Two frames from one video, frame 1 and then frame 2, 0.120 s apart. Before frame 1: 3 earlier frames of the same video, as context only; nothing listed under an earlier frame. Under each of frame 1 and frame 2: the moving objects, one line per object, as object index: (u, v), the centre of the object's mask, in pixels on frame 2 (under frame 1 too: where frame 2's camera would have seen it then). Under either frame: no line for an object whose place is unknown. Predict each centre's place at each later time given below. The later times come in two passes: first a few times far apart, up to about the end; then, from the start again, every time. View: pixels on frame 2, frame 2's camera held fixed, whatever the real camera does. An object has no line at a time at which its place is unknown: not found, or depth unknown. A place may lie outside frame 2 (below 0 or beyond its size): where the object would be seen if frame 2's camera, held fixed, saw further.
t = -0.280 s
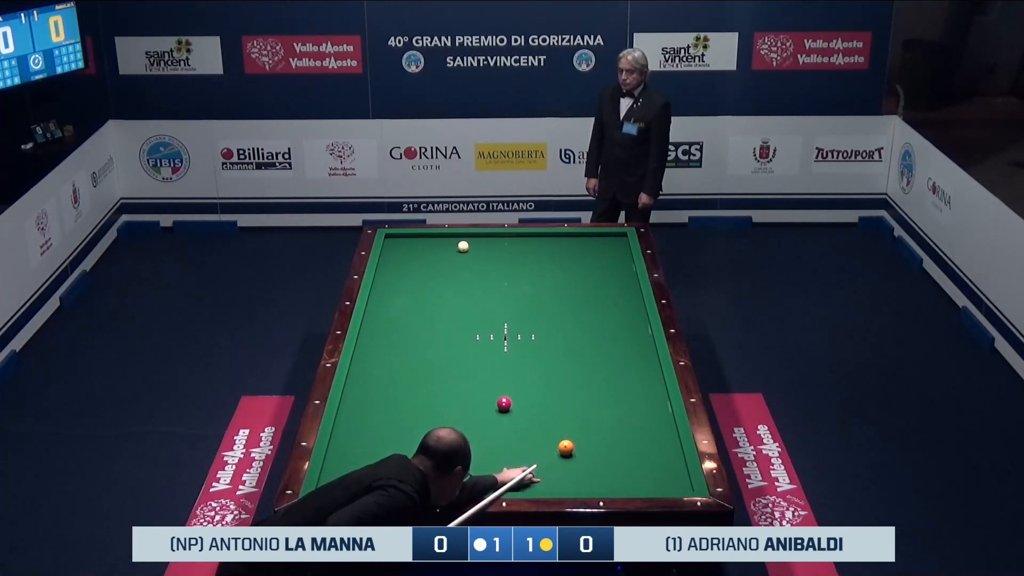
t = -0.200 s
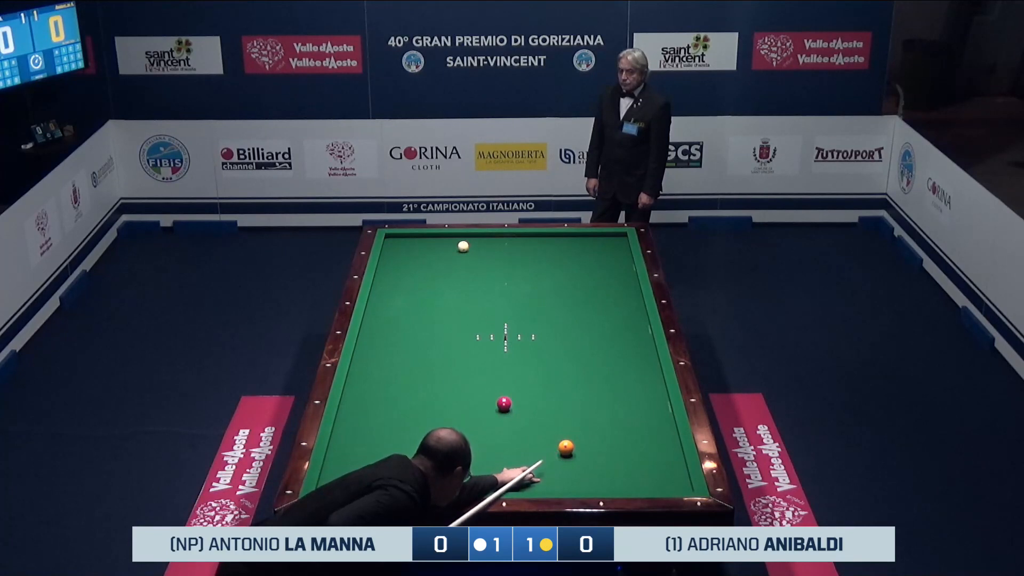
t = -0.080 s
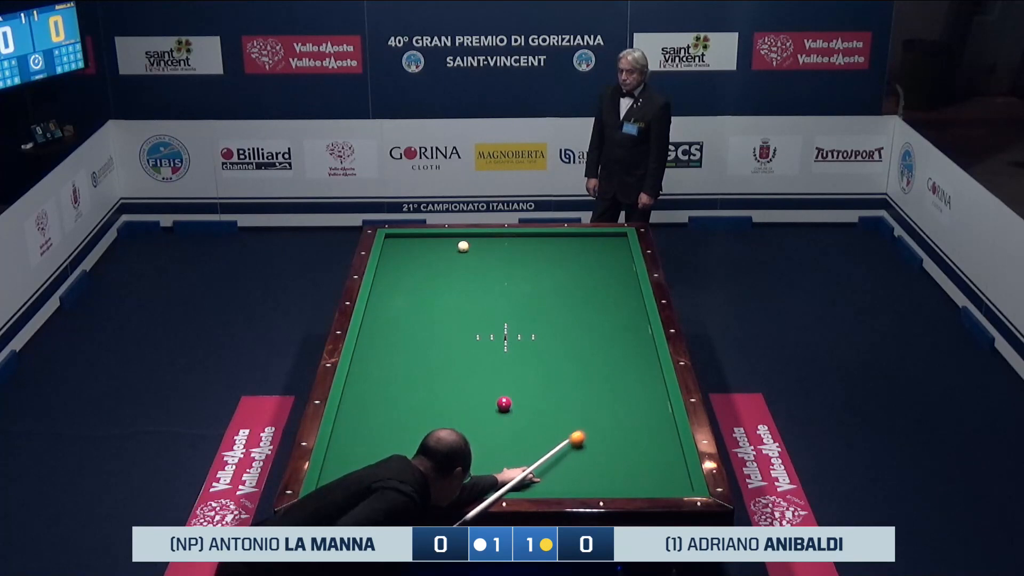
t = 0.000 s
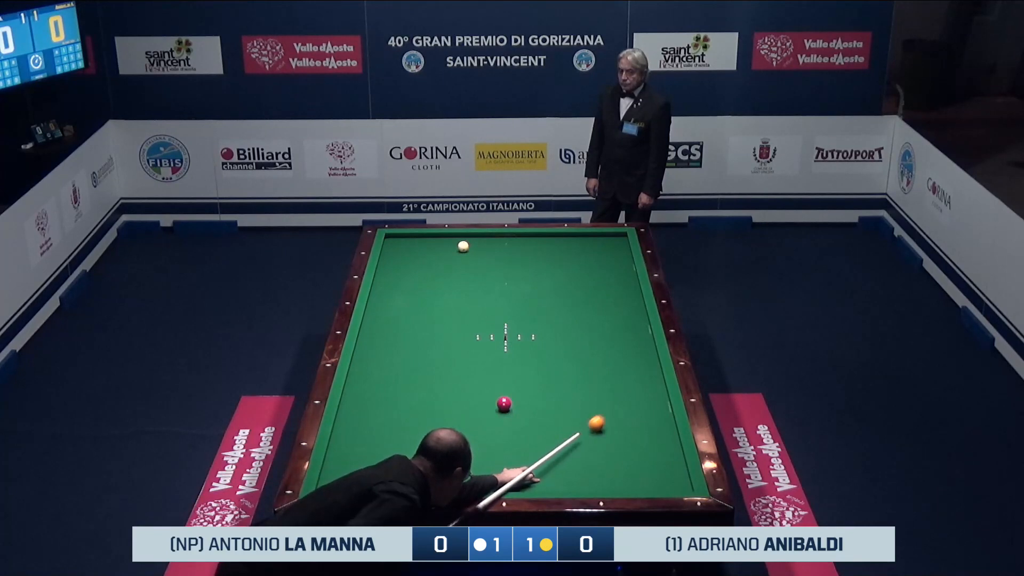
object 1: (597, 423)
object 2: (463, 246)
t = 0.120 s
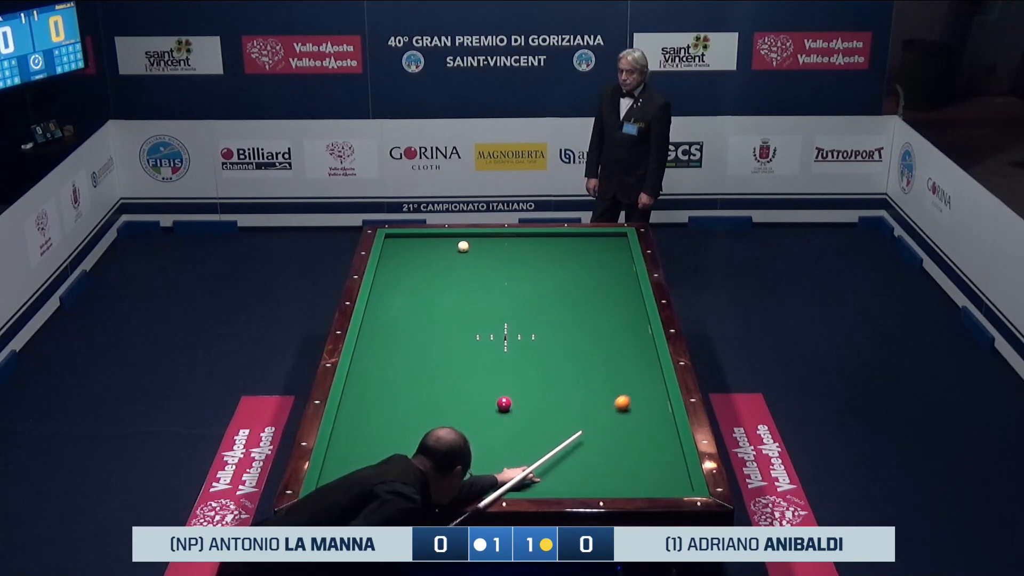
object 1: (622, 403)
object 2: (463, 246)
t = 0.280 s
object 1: (654, 378)
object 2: (463, 246)
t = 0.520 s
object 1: (617, 346)
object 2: (463, 246)
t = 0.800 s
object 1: (580, 313)
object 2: (463, 246)
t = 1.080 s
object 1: (547, 284)
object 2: (463, 246)
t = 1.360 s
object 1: (517, 258)
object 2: (463, 246)
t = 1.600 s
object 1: (495, 239)
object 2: (463, 246)
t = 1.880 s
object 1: (469, 244)
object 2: (453, 250)
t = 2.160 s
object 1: (460, 245)
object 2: (424, 262)
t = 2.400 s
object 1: (453, 246)
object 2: (401, 271)
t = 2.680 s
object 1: (445, 248)
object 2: (381, 282)
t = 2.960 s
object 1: (437, 249)
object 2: (392, 290)
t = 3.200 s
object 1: (432, 250)
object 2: (402, 297)
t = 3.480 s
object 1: (425, 251)
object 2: (413, 306)
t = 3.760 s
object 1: (419, 252)
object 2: (424, 314)
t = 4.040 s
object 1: (414, 252)
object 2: (435, 323)
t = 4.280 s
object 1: (410, 253)
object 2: (445, 330)
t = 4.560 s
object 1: (405, 254)
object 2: (456, 338)
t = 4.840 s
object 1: (402, 254)
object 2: (467, 346)
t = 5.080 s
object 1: (399, 254)
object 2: (476, 353)
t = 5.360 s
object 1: (396, 255)
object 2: (487, 361)
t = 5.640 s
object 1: (394, 255)
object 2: (498, 370)
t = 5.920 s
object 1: (392, 255)
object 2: (509, 378)
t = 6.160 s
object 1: (391, 255)
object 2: (518, 385)
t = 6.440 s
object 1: (391, 256)
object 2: (528, 393)
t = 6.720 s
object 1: (390, 256)
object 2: (539, 401)
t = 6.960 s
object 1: (390, 256)
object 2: (548, 408)
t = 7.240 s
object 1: (390, 256)
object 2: (558, 415)
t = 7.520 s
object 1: (390, 256)
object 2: (568, 423)
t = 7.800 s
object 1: (390, 256)
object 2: (577, 431)
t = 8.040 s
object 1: (390, 256)
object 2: (585, 436)
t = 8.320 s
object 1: (390, 256)
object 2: (594, 444)
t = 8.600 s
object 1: (390, 256)
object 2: (602, 450)
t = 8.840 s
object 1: (390, 256)
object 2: (610, 455)
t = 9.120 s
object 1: (390, 256)
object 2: (618, 462)
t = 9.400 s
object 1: (390, 256)
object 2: (626, 468)
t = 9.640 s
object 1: (390, 256)
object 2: (631, 473)
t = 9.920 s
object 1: (390, 256)
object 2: (639, 479)
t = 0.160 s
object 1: (631, 396)
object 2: (463, 246)
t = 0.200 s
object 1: (639, 390)
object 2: (463, 246)
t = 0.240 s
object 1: (646, 384)
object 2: (463, 246)
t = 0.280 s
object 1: (654, 378)
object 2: (463, 246)
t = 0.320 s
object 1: (653, 372)
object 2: (463, 246)
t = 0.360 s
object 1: (645, 366)
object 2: (463, 246)
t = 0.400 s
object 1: (637, 361)
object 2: (463, 246)
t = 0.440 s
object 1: (630, 356)
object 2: (463, 246)
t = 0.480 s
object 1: (623, 351)
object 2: (463, 246)
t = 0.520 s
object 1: (617, 346)
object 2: (463, 246)
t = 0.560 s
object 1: (612, 341)
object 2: (463, 246)
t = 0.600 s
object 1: (606, 336)
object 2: (463, 246)
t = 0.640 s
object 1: (601, 331)
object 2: (463, 246)
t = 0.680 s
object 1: (595, 326)
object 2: (463, 246)
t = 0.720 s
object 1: (590, 322)
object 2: (463, 246)
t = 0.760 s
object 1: (585, 317)
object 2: (463, 246)
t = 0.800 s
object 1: (580, 313)
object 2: (463, 246)
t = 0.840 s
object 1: (575, 309)
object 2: (463, 246)
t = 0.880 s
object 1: (570, 304)
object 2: (463, 246)
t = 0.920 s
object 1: (565, 300)
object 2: (463, 246)
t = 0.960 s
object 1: (560, 296)
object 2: (463, 246)
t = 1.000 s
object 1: (556, 292)
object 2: (463, 246)
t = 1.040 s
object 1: (551, 288)
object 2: (463, 246)
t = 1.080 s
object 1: (547, 284)
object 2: (463, 246)
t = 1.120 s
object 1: (542, 280)
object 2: (463, 246)
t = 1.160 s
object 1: (538, 276)
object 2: (463, 246)
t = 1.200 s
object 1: (534, 273)
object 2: (463, 246)
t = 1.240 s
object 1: (530, 269)
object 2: (463, 246)
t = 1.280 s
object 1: (525, 265)
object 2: (463, 246)
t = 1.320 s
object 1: (521, 262)
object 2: (463, 246)
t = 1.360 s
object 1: (517, 258)
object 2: (463, 246)
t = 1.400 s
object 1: (513, 255)
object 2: (463, 246)
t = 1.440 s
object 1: (510, 252)
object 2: (463, 246)
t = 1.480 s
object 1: (506, 248)
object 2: (463, 246)
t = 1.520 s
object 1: (502, 245)
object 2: (463, 246)
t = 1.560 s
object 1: (498, 242)
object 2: (463, 246)
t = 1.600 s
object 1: (495, 239)
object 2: (463, 246)
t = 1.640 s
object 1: (491, 236)
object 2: (463, 246)
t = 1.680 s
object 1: (486, 236)
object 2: (463, 246)
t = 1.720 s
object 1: (480, 239)
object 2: (463, 246)
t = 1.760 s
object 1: (475, 241)
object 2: (463, 246)
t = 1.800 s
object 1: (471, 243)
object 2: (462, 246)
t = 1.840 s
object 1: (470, 244)
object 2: (457, 248)
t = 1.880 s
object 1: (469, 244)
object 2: (453, 250)
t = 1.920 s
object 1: (468, 244)
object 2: (448, 252)
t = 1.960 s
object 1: (466, 244)
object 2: (443, 254)
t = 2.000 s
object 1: (465, 245)
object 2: (439, 256)
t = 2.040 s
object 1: (464, 245)
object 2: (436, 257)
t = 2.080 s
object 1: (462, 245)
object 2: (432, 259)
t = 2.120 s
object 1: (461, 245)
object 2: (428, 260)
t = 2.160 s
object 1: (460, 245)
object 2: (424, 262)
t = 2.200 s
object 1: (459, 245)
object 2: (420, 263)
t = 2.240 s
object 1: (458, 246)
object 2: (417, 265)
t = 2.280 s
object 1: (456, 246)
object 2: (412, 266)
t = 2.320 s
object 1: (455, 246)
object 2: (409, 268)
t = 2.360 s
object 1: (454, 246)
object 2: (405, 270)
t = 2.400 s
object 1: (453, 246)
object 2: (401, 271)
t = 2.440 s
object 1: (451, 247)
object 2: (397, 273)
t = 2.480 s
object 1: (450, 247)
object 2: (393, 274)
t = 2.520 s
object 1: (449, 247)
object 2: (389, 276)
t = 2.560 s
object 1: (448, 247)
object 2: (385, 278)
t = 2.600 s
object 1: (447, 247)
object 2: (381, 279)
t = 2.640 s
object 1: (446, 247)
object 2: (378, 281)
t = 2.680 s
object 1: (445, 248)
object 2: (381, 282)
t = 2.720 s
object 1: (444, 248)
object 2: (383, 283)
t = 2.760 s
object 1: (443, 248)
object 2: (384, 284)
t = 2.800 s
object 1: (442, 248)
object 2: (386, 285)
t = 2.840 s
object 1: (440, 248)
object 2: (387, 287)
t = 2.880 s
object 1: (440, 249)
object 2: (389, 288)
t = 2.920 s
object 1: (438, 249)
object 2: (391, 289)
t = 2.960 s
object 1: (437, 249)
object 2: (392, 290)
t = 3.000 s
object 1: (436, 249)
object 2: (394, 291)
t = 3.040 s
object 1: (435, 249)
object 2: (395, 293)
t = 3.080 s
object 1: (435, 249)
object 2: (397, 294)
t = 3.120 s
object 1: (433, 249)
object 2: (399, 295)
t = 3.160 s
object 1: (432, 250)
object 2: (400, 296)
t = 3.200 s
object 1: (432, 250)
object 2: (402, 297)
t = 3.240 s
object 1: (431, 250)
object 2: (403, 298)
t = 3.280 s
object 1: (430, 250)
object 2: (405, 300)
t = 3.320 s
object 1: (429, 250)
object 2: (406, 301)
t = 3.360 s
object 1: (428, 250)
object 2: (408, 302)
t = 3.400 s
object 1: (427, 250)
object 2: (409, 303)
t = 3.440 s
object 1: (426, 251)
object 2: (411, 304)
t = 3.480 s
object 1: (425, 251)
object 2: (413, 306)
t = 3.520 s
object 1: (424, 251)
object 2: (414, 307)
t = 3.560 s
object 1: (423, 251)
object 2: (416, 308)
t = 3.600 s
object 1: (423, 251)
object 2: (418, 310)
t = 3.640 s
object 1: (422, 251)
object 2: (419, 311)
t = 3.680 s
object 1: (421, 251)
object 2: (421, 312)
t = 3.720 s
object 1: (420, 251)
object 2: (422, 313)
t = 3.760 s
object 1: (419, 252)
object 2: (424, 314)
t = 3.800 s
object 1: (419, 252)
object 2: (426, 315)
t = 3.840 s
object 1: (418, 252)
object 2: (427, 316)
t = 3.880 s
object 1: (417, 252)
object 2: (429, 318)
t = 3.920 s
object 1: (416, 252)
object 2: (430, 319)
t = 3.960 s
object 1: (415, 252)
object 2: (432, 320)
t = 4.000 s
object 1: (415, 252)
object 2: (433, 321)
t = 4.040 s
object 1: (414, 252)
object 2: (435, 323)
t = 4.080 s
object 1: (413, 253)
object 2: (437, 324)
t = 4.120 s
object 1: (412, 253)
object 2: (438, 325)
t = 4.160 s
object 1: (412, 253)
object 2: (440, 326)
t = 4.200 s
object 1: (411, 253)
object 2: (441, 327)
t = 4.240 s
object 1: (411, 253)
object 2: (443, 328)
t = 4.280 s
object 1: (410, 253)
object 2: (445, 330)
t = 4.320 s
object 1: (409, 253)
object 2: (446, 331)
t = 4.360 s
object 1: (408, 253)
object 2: (448, 332)
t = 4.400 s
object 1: (408, 253)
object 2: (449, 333)
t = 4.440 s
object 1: (407, 253)
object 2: (451, 334)
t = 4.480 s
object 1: (406, 253)
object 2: (452, 336)
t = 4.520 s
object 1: (406, 253)
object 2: (454, 337)
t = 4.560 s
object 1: (405, 254)
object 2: (456, 338)
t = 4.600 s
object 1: (405, 254)
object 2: (457, 339)
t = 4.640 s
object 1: (404, 254)
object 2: (459, 340)
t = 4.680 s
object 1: (404, 254)
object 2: (460, 341)
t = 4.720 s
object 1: (403, 254)
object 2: (462, 343)
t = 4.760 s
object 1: (403, 254)
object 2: (463, 344)
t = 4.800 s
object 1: (402, 254)
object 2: (465, 345)
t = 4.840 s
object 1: (402, 254)
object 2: (467, 346)
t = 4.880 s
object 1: (401, 254)
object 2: (468, 347)
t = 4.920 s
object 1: (400, 254)
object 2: (470, 349)
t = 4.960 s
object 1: (400, 254)
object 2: (471, 350)
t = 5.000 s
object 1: (400, 254)
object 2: (473, 351)
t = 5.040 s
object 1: (399, 254)
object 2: (474, 352)
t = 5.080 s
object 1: (399, 254)
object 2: (476, 353)
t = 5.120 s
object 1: (398, 254)
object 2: (477, 355)
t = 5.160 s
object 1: (398, 254)
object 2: (479, 356)
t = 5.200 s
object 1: (398, 254)
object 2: (481, 357)
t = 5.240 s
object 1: (397, 255)
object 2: (482, 358)
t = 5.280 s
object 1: (397, 255)
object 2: (484, 359)
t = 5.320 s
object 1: (396, 255)
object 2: (485, 360)
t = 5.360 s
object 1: (396, 255)
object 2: (487, 361)
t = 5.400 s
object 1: (396, 255)
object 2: (488, 363)
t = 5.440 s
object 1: (395, 255)
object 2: (490, 364)
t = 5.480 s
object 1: (395, 255)
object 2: (492, 365)
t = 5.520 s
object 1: (395, 255)
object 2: (493, 366)
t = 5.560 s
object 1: (394, 255)
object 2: (495, 367)
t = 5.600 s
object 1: (394, 255)
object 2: (496, 368)
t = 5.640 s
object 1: (394, 255)
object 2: (498, 370)
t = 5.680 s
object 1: (394, 255)
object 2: (499, 371)
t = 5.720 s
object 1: (393, 255)
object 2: (501, 372)
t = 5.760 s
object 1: (393, 255)
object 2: (502, 373)
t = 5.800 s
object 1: (393, 255)
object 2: (504, 374)
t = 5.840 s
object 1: (393, 255)
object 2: (505, 376)
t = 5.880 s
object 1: (393, 255)
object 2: (507, 377)
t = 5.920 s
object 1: (392, 255)
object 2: (509, 378)
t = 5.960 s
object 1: (392, 255)
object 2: (510, 379)
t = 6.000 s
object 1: (392, 255)
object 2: (512, 380)
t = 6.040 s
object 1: (392, 255)
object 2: (513, 382)
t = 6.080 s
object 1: (392, 255)
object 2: (515, 383)
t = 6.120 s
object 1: (391, 255)
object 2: (516, 384)
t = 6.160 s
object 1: (391, 255)
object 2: (518, 385)
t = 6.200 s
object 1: (391, 255)
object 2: (519, 386)
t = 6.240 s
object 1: (391, 255)
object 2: (521, 388)
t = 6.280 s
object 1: (391, 256)
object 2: (522, 389)
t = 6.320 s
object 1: (391, 256)
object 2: (524, 390)
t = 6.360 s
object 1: (391, 255)
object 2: (525, 391)
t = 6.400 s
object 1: (391, 256)
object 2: (527, 392)
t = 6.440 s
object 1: (391, 256)
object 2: (528, 393)
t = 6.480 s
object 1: (391, 256)
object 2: (530, 395)
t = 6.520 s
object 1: (391, 256)
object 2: (531, 396)
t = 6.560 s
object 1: (391, 256)
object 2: (533, 397)
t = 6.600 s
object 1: (390, 256)
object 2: (534, 398)
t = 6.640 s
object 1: (390, 256)
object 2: (536, 399)
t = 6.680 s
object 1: (390, 256)
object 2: (537, 400)
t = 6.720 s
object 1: (390, 256)
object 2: (539, 401)
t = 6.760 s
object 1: (390, 256)
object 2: (540, 402)
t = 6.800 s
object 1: (390, 256)
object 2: (542, 403)
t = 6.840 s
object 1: (390, 256)
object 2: (543, 405)
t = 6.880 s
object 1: (390, 256)
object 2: (545, 406)
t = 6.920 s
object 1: (390, 256)
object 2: (546, 407)
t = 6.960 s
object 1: (390, 256)
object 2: (548, 408)
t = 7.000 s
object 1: (390, 256)
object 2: (549, 409)
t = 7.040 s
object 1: (390, 256)
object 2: (551, 410)
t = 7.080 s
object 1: (390, 256)
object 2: (552, 411)
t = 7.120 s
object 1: (390, 256)
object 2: (553, 412)
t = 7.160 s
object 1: (390, 256)
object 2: (555, 413)
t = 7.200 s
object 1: (390, 256)
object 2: (556, 415)
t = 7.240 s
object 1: (390, 256)
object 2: (558, 415)
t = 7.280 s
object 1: (390, 256)
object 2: (559, 416)
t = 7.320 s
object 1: (390, 256)
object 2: (560, 417)
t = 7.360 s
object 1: (390, 256)
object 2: (562, 419)
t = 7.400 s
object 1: (390, 256)
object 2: (563, 419)
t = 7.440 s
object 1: (390, 256)
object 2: (565, 421)
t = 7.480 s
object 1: (390, 256)
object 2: (566, 422)
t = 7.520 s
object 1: (390, 256)
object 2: (568, 423)
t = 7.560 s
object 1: (390, 256)
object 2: (569, 424)
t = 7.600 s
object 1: (390, 256)
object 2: (570, 425)
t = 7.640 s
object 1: (390, 256)
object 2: (571, 426)
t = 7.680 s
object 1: (390, 256)
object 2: (573, 427)
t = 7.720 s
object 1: (390, 256)
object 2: (574, 428)
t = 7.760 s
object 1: (390, 256)
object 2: (575, 429)
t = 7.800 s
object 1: (390, 256)
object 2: (577, 431)
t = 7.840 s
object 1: (390, 256)
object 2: (578, 431)
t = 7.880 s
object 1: (390, 256)
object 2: (579, 432)
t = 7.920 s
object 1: (390, 256)
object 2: (581, 434)
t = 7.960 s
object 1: (390, 256)
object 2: (582, 435)
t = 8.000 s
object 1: (390, 256)
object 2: (583, 436)
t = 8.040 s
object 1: (390, 256)
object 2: (585, 436)
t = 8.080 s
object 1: (390, 256)
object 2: (586, 437)
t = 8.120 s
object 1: (390, 256)
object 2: (587, 438)
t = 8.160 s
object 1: (390, 256)
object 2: (589, 440)
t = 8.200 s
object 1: (390, 256)
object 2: (590, 440)
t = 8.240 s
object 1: (390, 256)
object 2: (591, 441)
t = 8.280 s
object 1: (390, 256)
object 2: (592, 442)
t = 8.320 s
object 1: (390, 256)
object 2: (594, 444)
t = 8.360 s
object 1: (390, 256)
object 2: (595, 444)
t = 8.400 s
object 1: (390, 256)
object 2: (596, 445)
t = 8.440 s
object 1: (390, 256)
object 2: (597, 446)
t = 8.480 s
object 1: (390, 256)
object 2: (599, 447)
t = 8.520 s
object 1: (390, 256)
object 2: (600, 448)
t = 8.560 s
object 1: (390, 256)
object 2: (601, 449)
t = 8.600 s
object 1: (390, 256)
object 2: (602, 450)
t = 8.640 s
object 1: (390, 256)
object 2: (604, 450)
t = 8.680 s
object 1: (390, 256)
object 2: (605, 452)
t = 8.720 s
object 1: (390, 256)
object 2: (606, 453)
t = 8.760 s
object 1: (390, 256)
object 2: (607, 454)
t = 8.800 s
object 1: (390, 256)
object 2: (608, 454)
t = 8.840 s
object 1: (390, 256)
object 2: (610, 455)
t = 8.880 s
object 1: (390, 256)
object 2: (611, 456)
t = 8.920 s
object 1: (390, 256)
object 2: (612, 457)
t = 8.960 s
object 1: (390, 256)
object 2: (613, 458)
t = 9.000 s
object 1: (390, 256)
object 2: (614, 460)
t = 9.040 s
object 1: (390, 256)
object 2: (615, 460)
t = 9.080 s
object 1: (390, 256)
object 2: (616, 461)
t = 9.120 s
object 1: (390, 256)
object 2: (618, 462)
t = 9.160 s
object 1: (390, 256)
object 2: (619, 463)
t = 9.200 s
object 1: (390, 256)
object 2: (620, 463)
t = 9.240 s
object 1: (390, 256)
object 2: (621, 464)
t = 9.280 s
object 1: (390, 256)
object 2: (622, 465)
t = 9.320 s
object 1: (390, 256)
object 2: (623, 466)
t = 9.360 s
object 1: (390, 256)
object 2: (624, 468)
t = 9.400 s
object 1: (390, 256)
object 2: (626, 468)
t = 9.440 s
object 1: (390, 256)
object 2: (627, 469)
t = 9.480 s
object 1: (390, 256)
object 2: (628, 470)
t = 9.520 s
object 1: (390, 256)
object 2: (629, 470)
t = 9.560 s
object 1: (390, 256)
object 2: (630, 471)
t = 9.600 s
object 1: (390, 256)
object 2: (631, 472)
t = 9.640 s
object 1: (390, 256)
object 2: (631, 473)
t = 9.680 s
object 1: (390, 256)
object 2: (633, 474)
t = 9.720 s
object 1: (390, 256)
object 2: (634, 474)
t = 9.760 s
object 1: (390, 256)
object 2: (635, 475)
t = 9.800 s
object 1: (390, 256)
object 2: (636, 476)
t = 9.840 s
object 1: (390, 256)
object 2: (637, 477)
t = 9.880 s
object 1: (390, 256)
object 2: (638, 478)
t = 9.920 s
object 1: (390, 256)
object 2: (639, 479)
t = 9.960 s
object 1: (390, 256)
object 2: (640, 479)
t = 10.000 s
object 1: (390, 256)
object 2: (641, 480)
